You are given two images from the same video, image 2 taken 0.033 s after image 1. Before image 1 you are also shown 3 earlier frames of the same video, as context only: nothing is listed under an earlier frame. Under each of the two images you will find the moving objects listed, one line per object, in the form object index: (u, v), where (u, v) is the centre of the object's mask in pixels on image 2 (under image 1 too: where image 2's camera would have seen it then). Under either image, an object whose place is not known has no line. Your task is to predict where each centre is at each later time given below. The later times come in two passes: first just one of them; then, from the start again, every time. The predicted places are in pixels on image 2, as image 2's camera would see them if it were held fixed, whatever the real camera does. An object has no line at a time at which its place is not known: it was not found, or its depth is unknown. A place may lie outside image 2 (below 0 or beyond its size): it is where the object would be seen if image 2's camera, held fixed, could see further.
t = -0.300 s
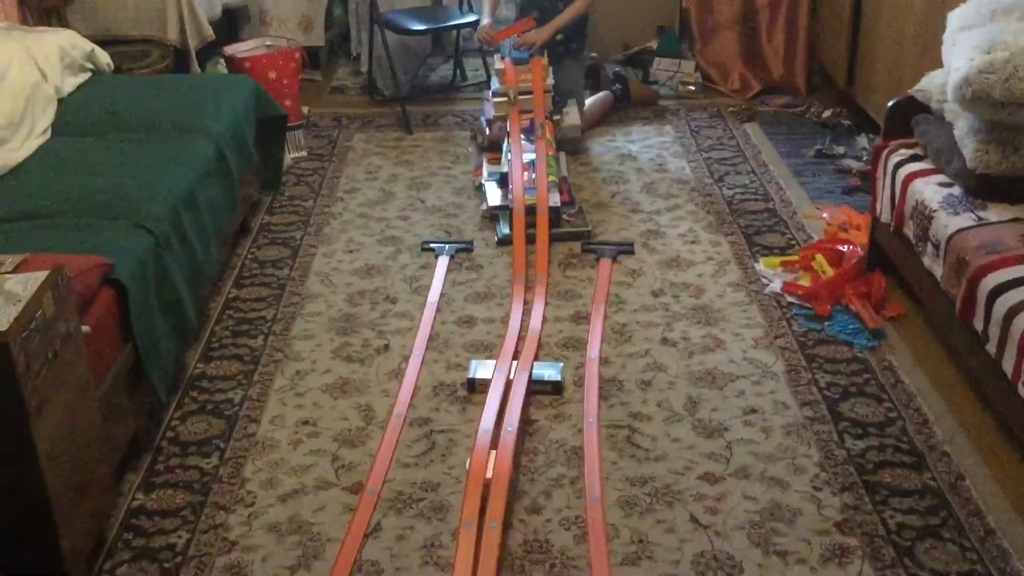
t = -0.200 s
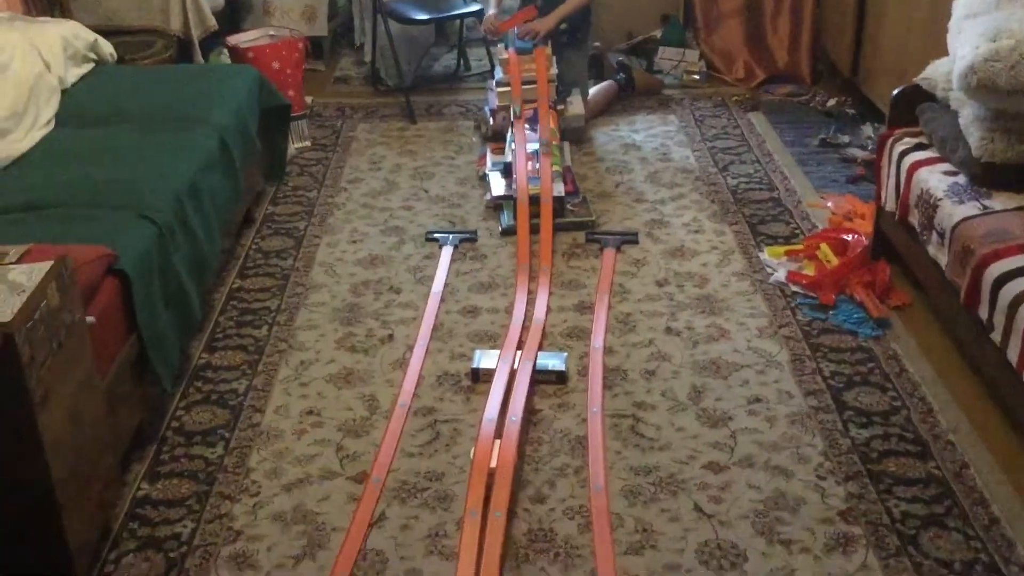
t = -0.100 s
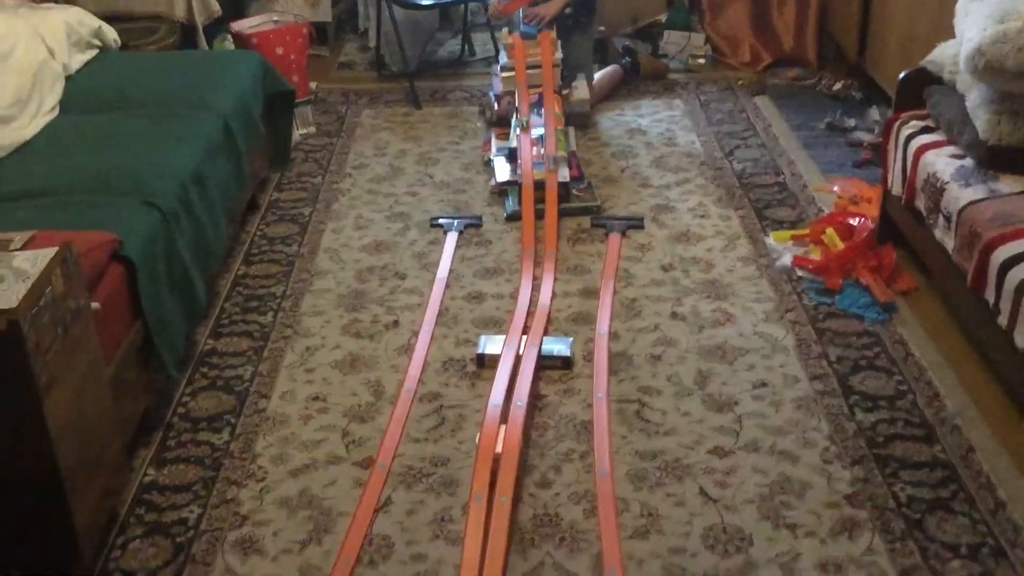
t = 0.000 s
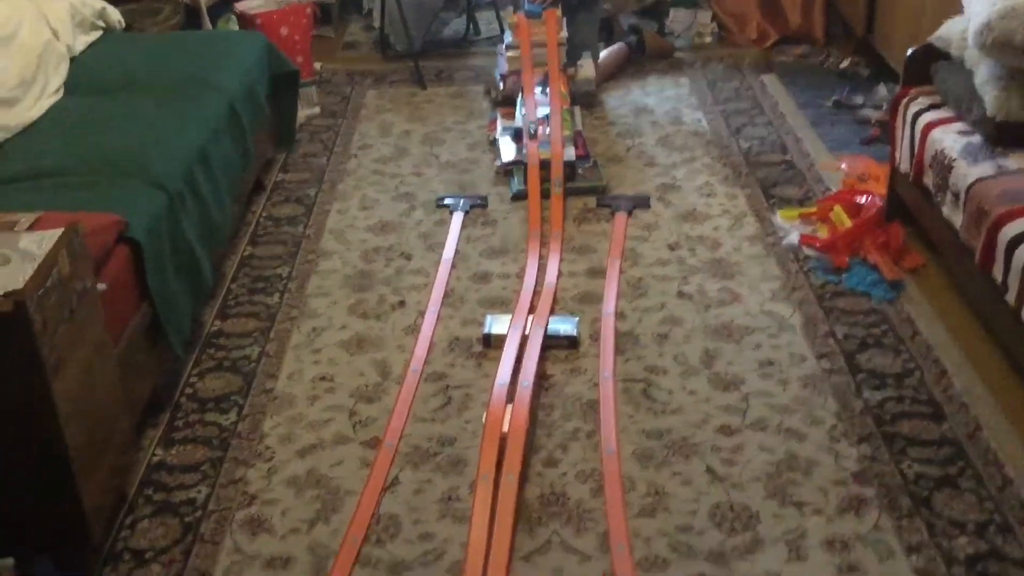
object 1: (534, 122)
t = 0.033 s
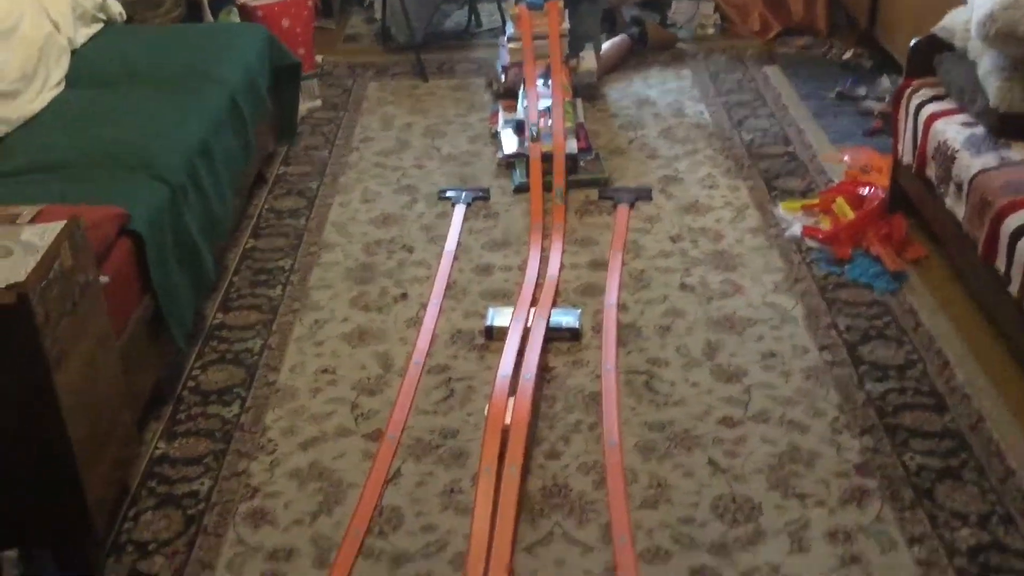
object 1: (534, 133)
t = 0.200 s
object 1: (536, 209)
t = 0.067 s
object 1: (533, 146)
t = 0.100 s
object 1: (535, 157)
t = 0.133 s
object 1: (536, 174)
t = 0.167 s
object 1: (536, 191)
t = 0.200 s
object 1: (536, 209)
